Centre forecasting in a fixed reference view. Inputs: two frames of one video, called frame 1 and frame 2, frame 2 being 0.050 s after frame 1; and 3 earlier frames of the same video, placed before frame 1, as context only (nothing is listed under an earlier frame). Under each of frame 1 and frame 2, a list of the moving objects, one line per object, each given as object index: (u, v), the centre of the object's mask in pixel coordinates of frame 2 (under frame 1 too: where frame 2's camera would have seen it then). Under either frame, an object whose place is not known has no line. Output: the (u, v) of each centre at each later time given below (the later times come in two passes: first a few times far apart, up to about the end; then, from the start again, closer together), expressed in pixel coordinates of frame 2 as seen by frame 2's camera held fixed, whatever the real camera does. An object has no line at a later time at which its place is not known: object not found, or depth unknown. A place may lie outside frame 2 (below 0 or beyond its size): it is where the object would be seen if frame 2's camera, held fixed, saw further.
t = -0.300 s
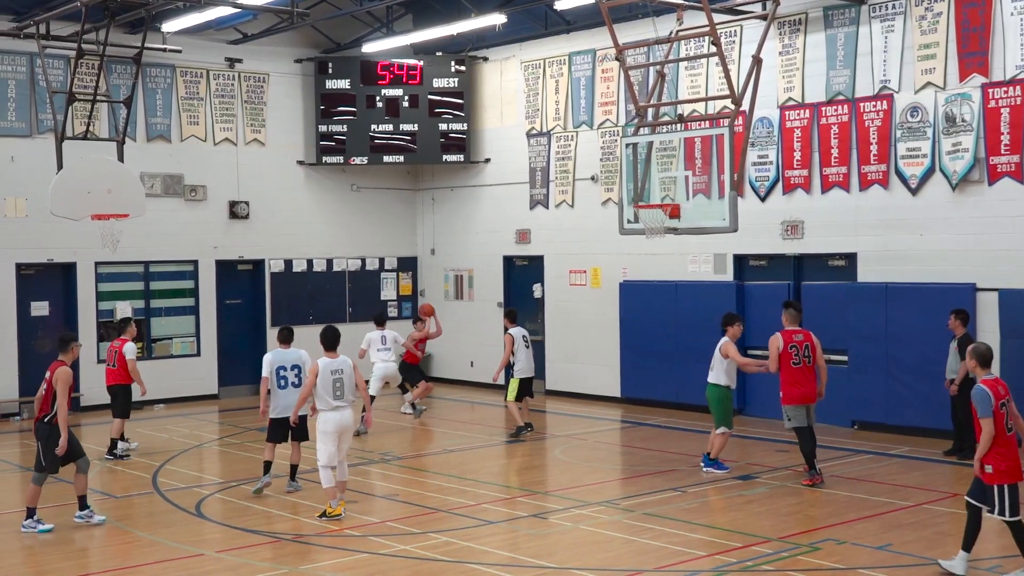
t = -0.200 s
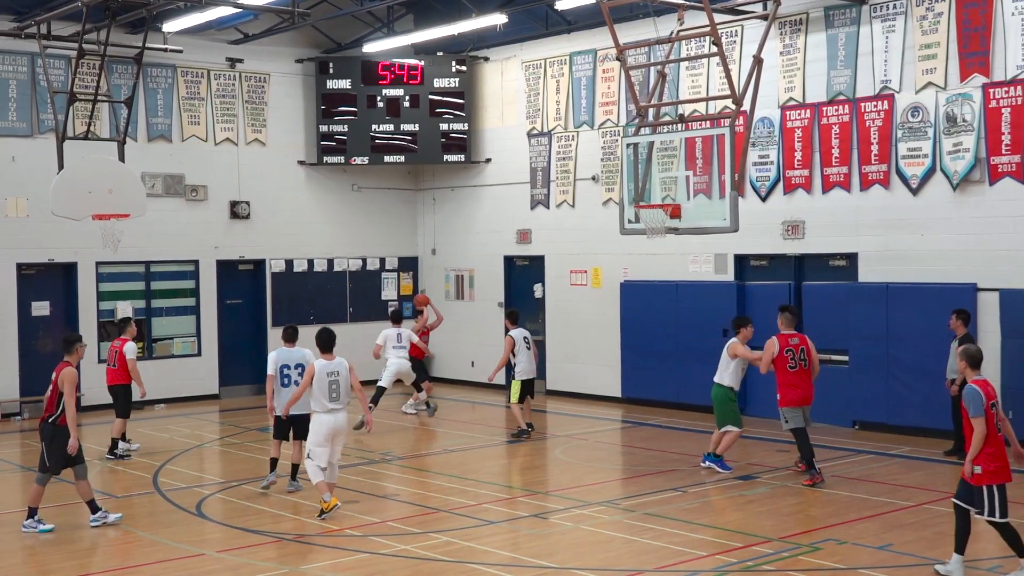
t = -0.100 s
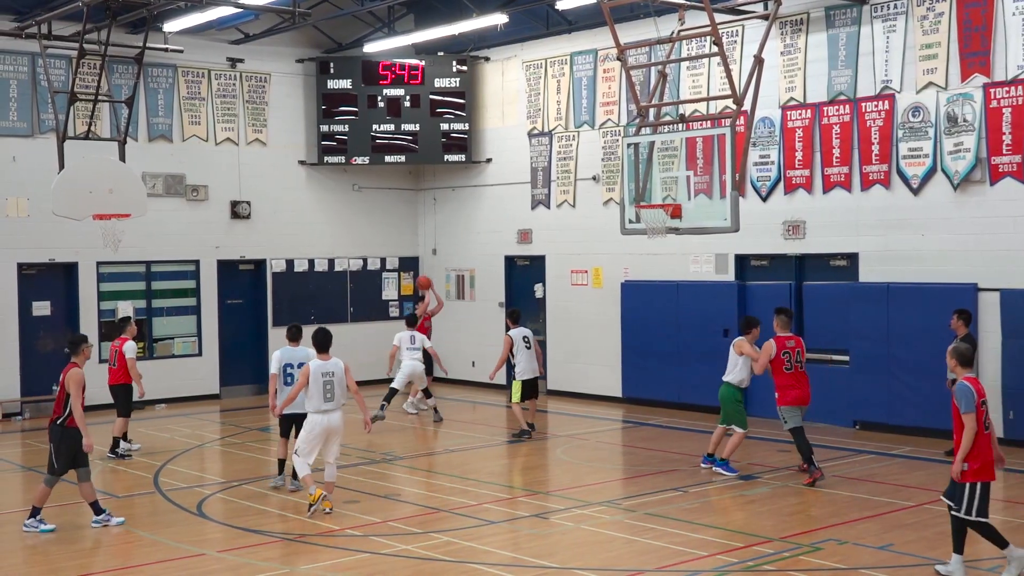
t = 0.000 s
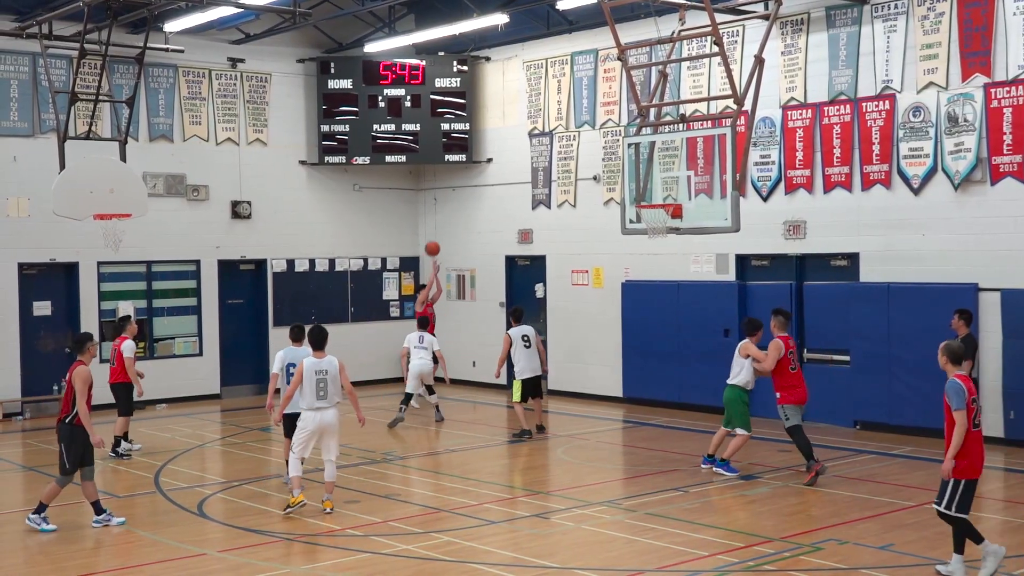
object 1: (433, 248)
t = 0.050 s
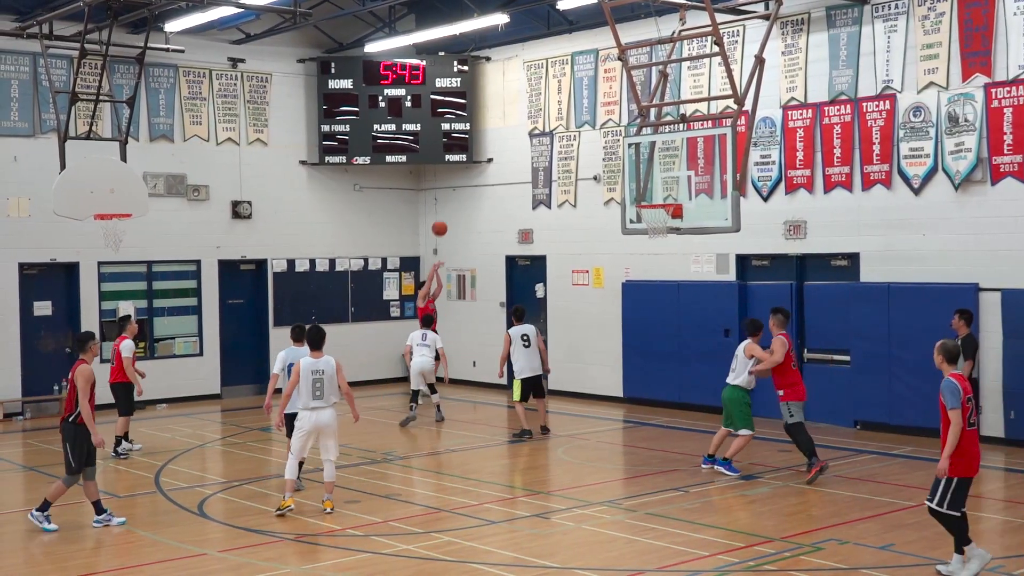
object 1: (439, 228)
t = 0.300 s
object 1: (476, 148)
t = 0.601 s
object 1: (524, 101)
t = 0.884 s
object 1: (574, 113)
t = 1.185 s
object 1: (632, 197)
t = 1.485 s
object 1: (577, 159)
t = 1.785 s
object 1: (520, 184)
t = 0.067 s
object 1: (442, 222)
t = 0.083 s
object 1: (444, 215)
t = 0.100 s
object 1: (447, 209)
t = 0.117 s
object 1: (449, 204)
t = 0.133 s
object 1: (451, 197)
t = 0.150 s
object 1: (454, 193)
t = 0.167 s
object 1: (456, 187)
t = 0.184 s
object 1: (459, 181)
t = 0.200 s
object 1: (461, 176)
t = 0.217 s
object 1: (464, 171)
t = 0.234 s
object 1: (466, 166)
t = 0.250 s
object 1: (469, 162)
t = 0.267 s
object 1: (471, 156)
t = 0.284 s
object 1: (473, 153)
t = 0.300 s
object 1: (476, 148)
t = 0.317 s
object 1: (478, 145)
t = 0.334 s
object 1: (482, 140)
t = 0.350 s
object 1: (484, 136)
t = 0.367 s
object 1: (486, 133)
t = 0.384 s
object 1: (489, 129)
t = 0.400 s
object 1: (492, 126)
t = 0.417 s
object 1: (494, 123)
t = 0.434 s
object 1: (497, 120)
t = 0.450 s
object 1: (499, 117)
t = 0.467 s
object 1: (502, 115)
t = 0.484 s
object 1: (505, 112)
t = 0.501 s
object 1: (508, 110)
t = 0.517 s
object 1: (510, 108)
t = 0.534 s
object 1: (513, 106)
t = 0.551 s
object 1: (516, 105)
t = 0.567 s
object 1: (518, 103)
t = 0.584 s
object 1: (521, 102)
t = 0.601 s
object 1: (524, 101)
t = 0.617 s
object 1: (526, 100)
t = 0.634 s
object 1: (529, 100)
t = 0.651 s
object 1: (532, 99)
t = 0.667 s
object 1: (535, 99)
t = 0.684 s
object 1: (538, 99)
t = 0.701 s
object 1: (541, 99)
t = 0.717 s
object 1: (544, 99)
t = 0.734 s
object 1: (547, 100)
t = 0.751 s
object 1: (550, 100)
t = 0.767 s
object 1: (553, 101)
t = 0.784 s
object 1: (556, 102)
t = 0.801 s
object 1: (559, 104)
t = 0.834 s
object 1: (565, 107)
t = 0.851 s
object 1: (567, 109)
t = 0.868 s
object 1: (571, 111)
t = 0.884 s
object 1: (574, 113)
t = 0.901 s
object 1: (577, 116)
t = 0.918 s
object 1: (580, 119)
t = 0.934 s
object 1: (583, 122)
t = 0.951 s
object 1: (586, 125)
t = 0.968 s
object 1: (589, 129)
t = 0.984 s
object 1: (593, 133)
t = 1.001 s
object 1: (596, 137)
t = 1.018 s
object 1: (599, 141)
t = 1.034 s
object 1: (602, 145)
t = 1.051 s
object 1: (605, 151)
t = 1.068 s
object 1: (609, 155)
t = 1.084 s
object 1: (612, 161)
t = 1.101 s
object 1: (616, 166)
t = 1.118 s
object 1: (619, 171)
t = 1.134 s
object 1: (622, 178)
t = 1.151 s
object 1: (625, 184)
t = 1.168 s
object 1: (629, 190)
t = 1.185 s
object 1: (632, 197)
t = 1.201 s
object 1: (632, 198)
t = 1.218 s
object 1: (629, 194)
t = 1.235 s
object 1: (626, 190)
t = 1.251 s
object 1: (621, 187)
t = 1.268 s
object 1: (619, 183)
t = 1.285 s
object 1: (615, 180)
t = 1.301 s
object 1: (612, 177)
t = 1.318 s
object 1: (609, 174)
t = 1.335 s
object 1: (606, 171)
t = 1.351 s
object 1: (603, 169)
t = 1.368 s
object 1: (600, 167)
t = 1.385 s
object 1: (597, 165)
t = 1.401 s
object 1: (593, 163)
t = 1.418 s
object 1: (590, 162)
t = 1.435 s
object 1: (587, 161)
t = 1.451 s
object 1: (584, 159)
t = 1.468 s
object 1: (580, 159)
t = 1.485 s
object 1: (577, 159)
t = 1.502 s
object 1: (574, 157)
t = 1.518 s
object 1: (571, 157)
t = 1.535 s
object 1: (567, 157)
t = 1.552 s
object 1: (564, 158)
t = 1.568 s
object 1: (561, 158)
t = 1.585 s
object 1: (558, 159)
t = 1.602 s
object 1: (555, 160)
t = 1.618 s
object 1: (551, 161)
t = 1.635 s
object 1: (548, 162)
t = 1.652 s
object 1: (545, 164)
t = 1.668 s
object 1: (542, 166)
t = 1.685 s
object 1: (539, 167)
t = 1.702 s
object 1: (535, 170)
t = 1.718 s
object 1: (532, 172)
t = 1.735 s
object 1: (529, 175)
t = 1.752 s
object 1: (526, 178)
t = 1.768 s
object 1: (523, 181)
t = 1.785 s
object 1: (520, 184)
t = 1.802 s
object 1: (517, 187)
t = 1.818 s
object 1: (514, 191)
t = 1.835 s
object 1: (511, 195)
